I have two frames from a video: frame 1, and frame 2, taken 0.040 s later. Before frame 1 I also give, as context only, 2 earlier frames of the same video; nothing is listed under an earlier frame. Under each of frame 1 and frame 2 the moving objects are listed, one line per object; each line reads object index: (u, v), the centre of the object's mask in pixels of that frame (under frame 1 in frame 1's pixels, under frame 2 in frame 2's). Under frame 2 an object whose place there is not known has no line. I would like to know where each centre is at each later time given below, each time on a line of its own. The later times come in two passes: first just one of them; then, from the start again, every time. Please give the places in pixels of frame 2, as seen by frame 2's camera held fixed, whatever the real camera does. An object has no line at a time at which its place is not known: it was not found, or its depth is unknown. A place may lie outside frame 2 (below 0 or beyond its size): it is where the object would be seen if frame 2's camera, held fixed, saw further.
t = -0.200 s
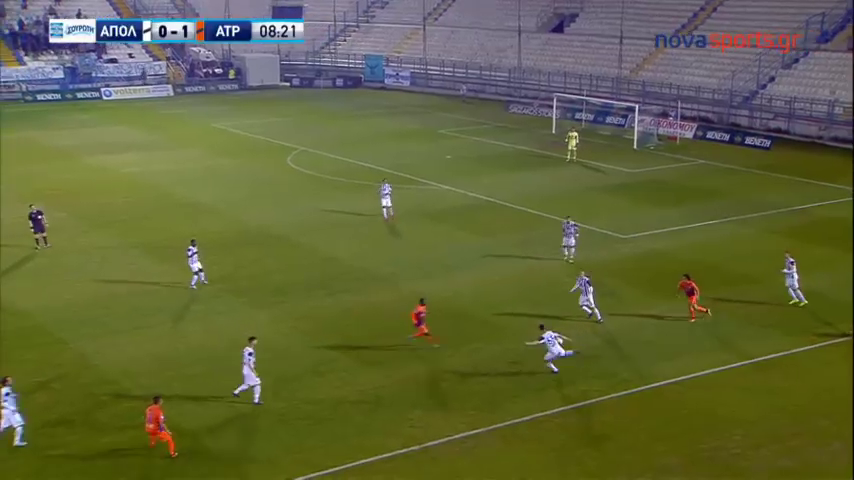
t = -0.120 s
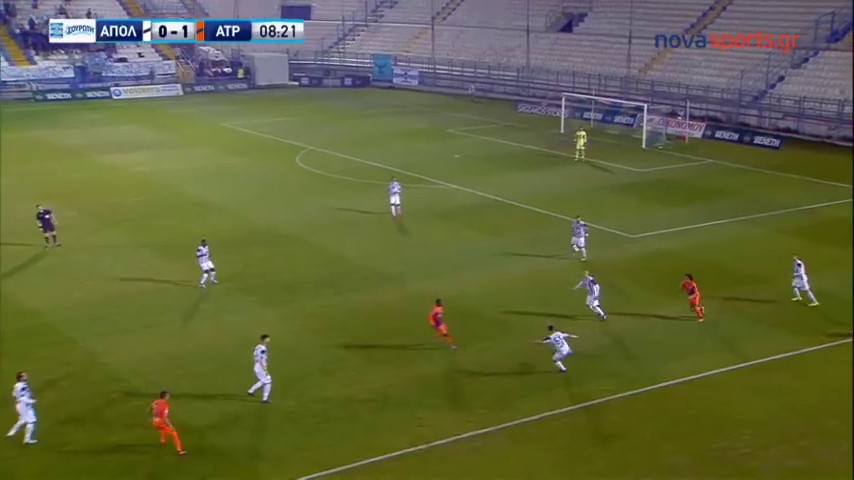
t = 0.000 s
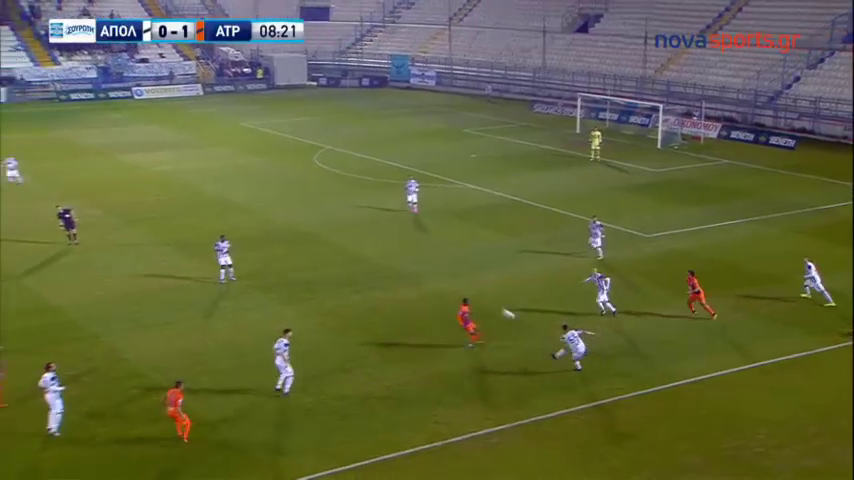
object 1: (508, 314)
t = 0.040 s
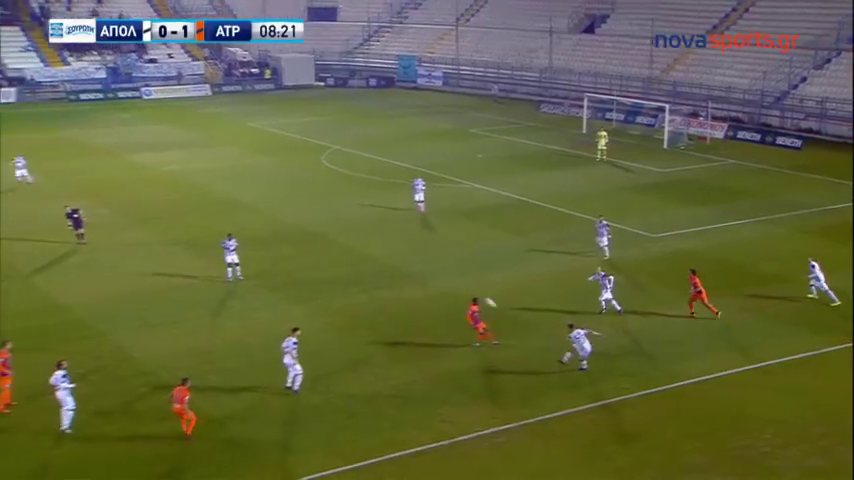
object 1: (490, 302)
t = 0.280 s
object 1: (347, 251)
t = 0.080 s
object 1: (466, 292)
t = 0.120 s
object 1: (442, 283)
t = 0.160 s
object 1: (418, 274)
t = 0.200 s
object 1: (395, 266)
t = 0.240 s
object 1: (371, 259)
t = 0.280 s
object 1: (347, 251)
